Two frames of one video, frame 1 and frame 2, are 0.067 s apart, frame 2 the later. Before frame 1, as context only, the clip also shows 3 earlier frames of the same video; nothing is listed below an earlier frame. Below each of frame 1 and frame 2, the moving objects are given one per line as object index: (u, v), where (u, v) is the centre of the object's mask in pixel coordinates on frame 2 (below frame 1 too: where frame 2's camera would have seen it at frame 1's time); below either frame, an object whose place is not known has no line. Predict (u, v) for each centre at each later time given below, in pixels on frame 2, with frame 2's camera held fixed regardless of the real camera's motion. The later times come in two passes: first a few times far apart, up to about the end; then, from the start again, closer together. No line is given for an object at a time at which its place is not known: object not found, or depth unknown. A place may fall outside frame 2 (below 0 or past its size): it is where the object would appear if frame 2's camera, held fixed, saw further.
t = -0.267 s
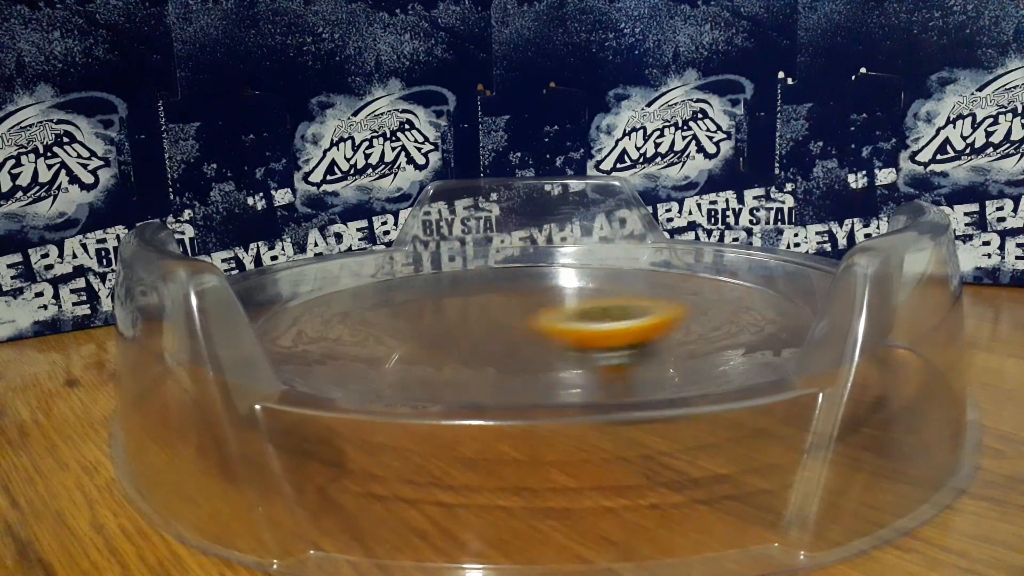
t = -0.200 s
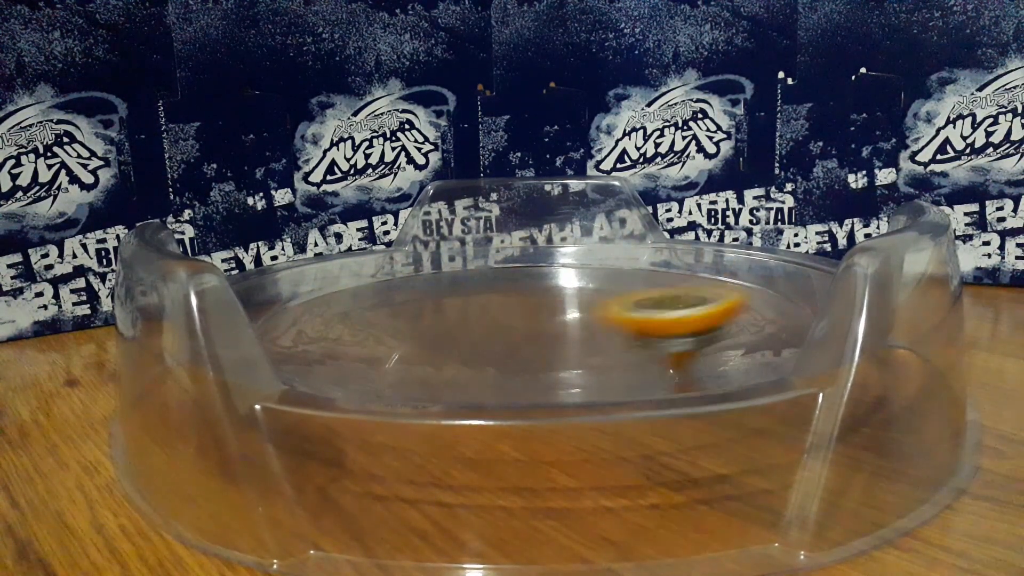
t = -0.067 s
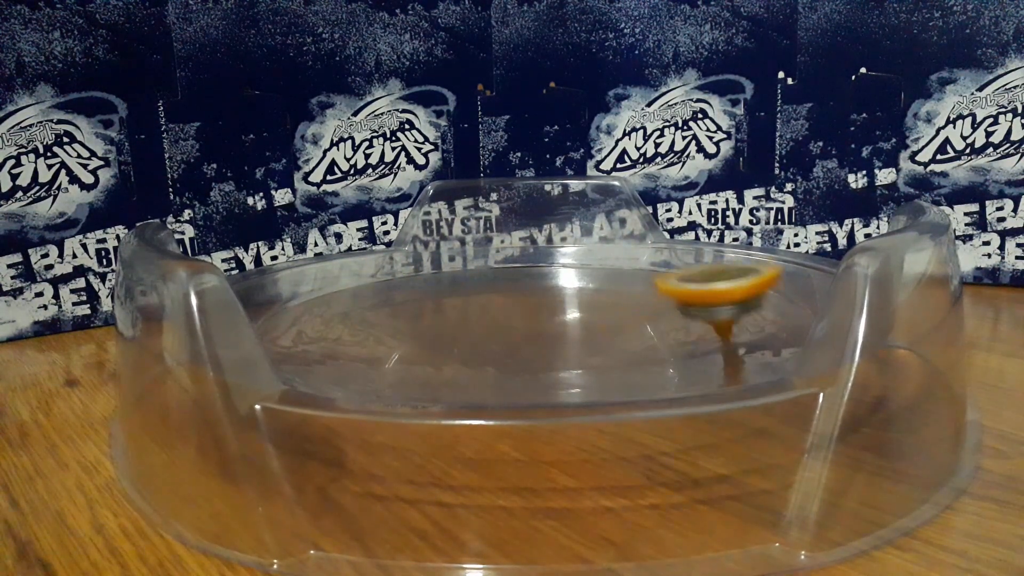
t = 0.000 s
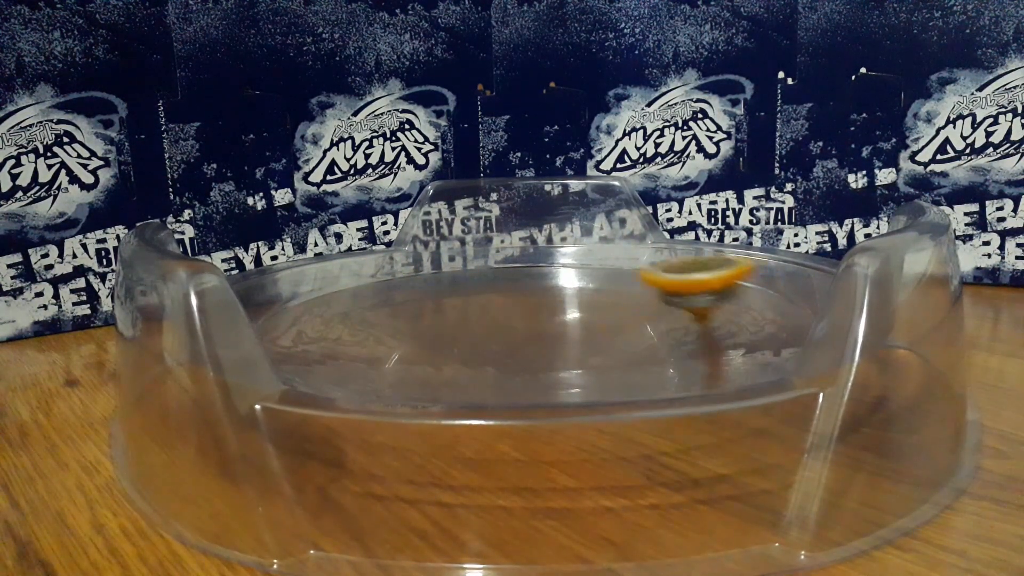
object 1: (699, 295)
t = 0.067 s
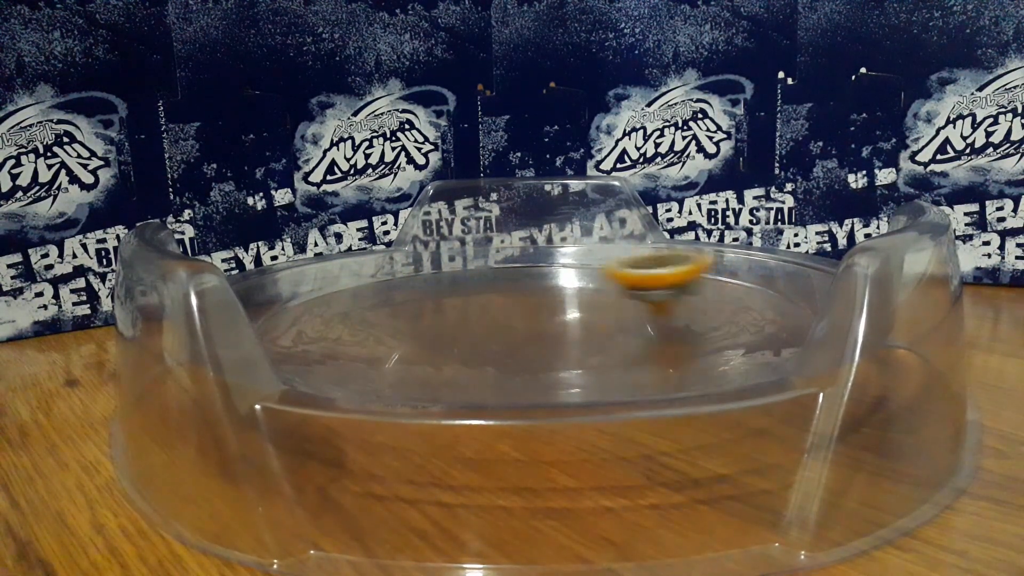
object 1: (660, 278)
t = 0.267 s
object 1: (501, 286)
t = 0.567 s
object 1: (387, 328)
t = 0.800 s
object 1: (586, 337)
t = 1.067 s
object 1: (637, 309)
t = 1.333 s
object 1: (475, 274)
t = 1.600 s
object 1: (374, 315)
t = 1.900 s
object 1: (593, 333)
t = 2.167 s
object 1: (674, 300)
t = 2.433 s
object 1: (524, 277)
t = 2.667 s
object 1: (428, 321)
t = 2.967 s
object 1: (557, 340)
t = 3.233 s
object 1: (667, 314)
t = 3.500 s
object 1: (532, 291)
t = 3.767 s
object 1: (393, 310)
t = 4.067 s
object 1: (491, 334)
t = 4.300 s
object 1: (635, 317)
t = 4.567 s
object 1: (599, 297)
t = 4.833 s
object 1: (471, 291)
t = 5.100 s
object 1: (468, 333)
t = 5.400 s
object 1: (640, 328)
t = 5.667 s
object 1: (613, 313)
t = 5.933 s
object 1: (470, 295)
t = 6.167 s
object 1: (405, 320)
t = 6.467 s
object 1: (547, 335)
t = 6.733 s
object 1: (625, 309)
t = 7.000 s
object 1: (538, 311)
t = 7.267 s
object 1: (465, 320)
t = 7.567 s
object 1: (558, 335)
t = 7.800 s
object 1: (630, 321)
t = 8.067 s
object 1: (543, 317)
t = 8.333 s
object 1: (436, 317)
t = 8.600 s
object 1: (478, 333)
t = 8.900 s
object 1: (606, 318)
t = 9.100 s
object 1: (587, 307)
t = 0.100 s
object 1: (634, 277)
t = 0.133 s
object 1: (611, 276)
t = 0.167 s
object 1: (579, 280)
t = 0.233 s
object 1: (523, 283)
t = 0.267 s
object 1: (501, 286)
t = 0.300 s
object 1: (477, 288)
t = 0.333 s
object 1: (454, 292)
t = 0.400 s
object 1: (414, 316)
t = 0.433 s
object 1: (399, 316)
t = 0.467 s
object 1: (389, 319)
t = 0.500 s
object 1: (383, 322)
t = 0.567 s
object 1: (387, 328)
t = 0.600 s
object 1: (400, 332)
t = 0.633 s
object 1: (419, 337)
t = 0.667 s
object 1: (445, 336)
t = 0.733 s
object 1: (514, 341)
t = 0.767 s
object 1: (551, 339)
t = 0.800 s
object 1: (586, 337)
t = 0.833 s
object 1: (615, 336)
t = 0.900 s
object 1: (652, 325)
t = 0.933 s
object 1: (660, 322)
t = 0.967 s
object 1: (661, 318)
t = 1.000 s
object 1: (657, 314)
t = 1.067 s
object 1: (637, 309)
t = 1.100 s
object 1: (622, 309)
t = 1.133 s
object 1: (603, 287)
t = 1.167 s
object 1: (582, 283)
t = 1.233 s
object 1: (538, 279)
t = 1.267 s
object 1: (517, 276)
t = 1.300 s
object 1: (497, 274)
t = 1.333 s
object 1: (475, 274)
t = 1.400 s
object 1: (434, 276)
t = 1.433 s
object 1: (415, 279)
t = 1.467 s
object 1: (395, 298)
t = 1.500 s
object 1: (382, 306)
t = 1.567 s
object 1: (372, 312)
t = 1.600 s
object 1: (374, 315)
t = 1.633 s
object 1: (382, 321)
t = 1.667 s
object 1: (396, 324)
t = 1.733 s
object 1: (442, 335)
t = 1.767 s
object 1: (470, 333)
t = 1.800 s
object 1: (500, 335)
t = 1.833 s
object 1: (532, 336)
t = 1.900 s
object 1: (593, 333)
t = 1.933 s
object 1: (620, 329)
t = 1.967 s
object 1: (642, 324)
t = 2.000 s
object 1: (659, 317)
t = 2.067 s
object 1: (679, 307)
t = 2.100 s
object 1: (682, 303)
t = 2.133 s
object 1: (681, 300)
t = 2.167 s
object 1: (674, 300)
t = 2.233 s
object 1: (653, 295)
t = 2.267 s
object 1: (630, 271)
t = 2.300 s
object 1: (612, 269)
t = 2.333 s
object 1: (591, 269)
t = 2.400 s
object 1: (546, 275)
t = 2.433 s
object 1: (524, 277)
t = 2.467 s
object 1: (507, 279)
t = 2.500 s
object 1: (488, 284)
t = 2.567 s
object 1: (456, 294)
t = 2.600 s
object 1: (443, 299)
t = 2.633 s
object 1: (433, 317)
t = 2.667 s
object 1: (428, 321)
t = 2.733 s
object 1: (426, 327)
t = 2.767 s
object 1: (433, 330)
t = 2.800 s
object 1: (444, 332)
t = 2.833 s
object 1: (460, 336)
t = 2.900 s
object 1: (501, 340)
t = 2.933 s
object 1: (528, 340)
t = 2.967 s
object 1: (557, 340)
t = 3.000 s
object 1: (584, 338)
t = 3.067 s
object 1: (635, 334)
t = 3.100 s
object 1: (651, 328)
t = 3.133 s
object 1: (663, 324)
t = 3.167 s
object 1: (669, 321)
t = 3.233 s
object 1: (667, 314)
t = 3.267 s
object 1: (659, 310)
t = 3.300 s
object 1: (649, 310)
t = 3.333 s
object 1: (634, 308)
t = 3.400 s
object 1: (598, 311)
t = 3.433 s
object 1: (575, 290)
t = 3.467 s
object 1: (555, 288)
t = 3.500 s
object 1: (532, 291)
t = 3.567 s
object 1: (494, 288)
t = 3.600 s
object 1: (473, 287)
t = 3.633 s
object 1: (454, 289)
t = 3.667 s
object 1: (435, 302)
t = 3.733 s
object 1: (404, 312)
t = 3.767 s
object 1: (393, 310)
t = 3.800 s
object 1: (385, 313)
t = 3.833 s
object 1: (382, 315)
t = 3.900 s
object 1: (391, 323)
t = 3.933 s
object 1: (402, 326)
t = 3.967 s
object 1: (419, 329)
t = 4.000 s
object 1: (440, 332)
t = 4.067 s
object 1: (491, 334)
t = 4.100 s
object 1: (517, 335)
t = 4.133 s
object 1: (543, 334)
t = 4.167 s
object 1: (568, 332)
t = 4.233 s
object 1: (607, 327)
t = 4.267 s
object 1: (625, 322)
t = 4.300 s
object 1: (635, 317)
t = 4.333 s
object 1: (642, 313)
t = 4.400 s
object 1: (646, 306)
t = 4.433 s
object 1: (643, 304)
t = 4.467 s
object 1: (636, 304)
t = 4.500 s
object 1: (628, 306)
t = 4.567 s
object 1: (599, 297)
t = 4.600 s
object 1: (584, 299)
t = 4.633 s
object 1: (564, 274)
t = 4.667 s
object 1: (547, 305)
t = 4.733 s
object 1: (513, 278)
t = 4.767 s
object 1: (499, 306)
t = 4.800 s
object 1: (484, 286)
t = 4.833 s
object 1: (471, 291)
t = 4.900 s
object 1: (451, 308)
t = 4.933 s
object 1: (445, 319)
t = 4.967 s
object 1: (444, 321)
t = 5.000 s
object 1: (445, 323)
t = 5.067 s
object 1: (458, 331)
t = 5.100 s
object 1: (468, 333)
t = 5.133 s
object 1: (483, 334)
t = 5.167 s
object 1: (500, 336)
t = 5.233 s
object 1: (542, 338)
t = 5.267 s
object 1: (564, 339)
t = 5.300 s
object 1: (586, 335)
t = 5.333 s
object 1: (607, 333)
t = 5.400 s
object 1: (640, 328)
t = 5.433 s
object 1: (649, 324)
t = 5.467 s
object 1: (655, 322)
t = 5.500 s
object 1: (656, 319)
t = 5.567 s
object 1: (648, 315)
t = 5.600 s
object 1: (638, 312)
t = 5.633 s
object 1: (627, 312)
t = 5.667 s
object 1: (613, 313)
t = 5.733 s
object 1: (577, 307)
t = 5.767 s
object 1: (558, 310)
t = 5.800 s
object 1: (540, 313)
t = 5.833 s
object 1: (521, 294)
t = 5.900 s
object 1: (487, 294)
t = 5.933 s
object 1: (470, 295)
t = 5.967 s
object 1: (454, 297)
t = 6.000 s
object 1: (440, 305)
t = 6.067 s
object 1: (417, 315)
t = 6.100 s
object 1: (410, 316)
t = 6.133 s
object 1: (406, 317)
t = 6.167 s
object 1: (405, 320)
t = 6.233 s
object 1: (415, 327)
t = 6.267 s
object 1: (427, 330)
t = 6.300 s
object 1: (444, 332)
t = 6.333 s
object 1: (463, 335)
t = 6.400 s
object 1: (504, 337)
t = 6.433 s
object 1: (527, 338)
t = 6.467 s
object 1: (547, 335)
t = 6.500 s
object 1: (566, 330)
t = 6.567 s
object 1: (597, 325)
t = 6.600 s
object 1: (609, 322)
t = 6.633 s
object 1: (617, 319)
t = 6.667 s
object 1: (623, 315)
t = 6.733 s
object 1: (625, 309)
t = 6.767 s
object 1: (622, 308)
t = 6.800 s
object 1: (615, 308)
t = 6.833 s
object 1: (607, 307)
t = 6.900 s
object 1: (583, 306)
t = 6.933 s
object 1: (568, 308)
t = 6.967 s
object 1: (552, 308)
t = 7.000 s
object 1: (538, 311)
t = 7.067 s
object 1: (511, 309)
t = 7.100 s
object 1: (499, 311)
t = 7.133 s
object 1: (487, 307)
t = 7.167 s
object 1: (478, 308)
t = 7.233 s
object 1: (467, 319)
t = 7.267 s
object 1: (465, 320)
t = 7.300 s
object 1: (466, 324)
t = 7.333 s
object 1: (469, 328)
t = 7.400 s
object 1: (484, 331)
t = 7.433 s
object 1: (494, 333)
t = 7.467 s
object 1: (508, 337)
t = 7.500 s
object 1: (524, 337)
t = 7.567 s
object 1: (558, 335)
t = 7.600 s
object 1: (575, 338)
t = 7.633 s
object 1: (592, 334)
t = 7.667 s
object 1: (606, 331)
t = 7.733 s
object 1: (626, 326)
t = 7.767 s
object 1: (630, 324)
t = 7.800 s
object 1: (630, 321)
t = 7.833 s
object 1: (627, 319)
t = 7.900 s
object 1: (613, 317)
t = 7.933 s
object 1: (601, 316)
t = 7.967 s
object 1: (589, 316)
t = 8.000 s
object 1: (574, 313)
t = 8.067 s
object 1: (543, 317)
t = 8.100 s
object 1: (527, 316)
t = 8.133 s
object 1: (513, 316)
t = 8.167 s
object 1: (498, 314)
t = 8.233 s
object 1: (469, 316)
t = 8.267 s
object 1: (457, 308)
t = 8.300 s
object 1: (444, 318)
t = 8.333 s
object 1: (436, 317)
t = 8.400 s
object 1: (427, 320)
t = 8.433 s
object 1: (428, 321)
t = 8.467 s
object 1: (431, 324)
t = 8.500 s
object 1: (438, 326)
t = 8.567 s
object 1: (463, 331)
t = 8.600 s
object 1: (478, 333)
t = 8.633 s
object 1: (496, 333)
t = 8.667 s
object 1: (512, 335)
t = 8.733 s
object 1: (546, 332)
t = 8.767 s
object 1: (563, 328)
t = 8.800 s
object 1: (577, 325)
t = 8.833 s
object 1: (589, 324)
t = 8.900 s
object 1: (606, 318)
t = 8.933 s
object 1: (609, 315)
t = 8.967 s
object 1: (611, 312)
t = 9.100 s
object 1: (587, 307)
